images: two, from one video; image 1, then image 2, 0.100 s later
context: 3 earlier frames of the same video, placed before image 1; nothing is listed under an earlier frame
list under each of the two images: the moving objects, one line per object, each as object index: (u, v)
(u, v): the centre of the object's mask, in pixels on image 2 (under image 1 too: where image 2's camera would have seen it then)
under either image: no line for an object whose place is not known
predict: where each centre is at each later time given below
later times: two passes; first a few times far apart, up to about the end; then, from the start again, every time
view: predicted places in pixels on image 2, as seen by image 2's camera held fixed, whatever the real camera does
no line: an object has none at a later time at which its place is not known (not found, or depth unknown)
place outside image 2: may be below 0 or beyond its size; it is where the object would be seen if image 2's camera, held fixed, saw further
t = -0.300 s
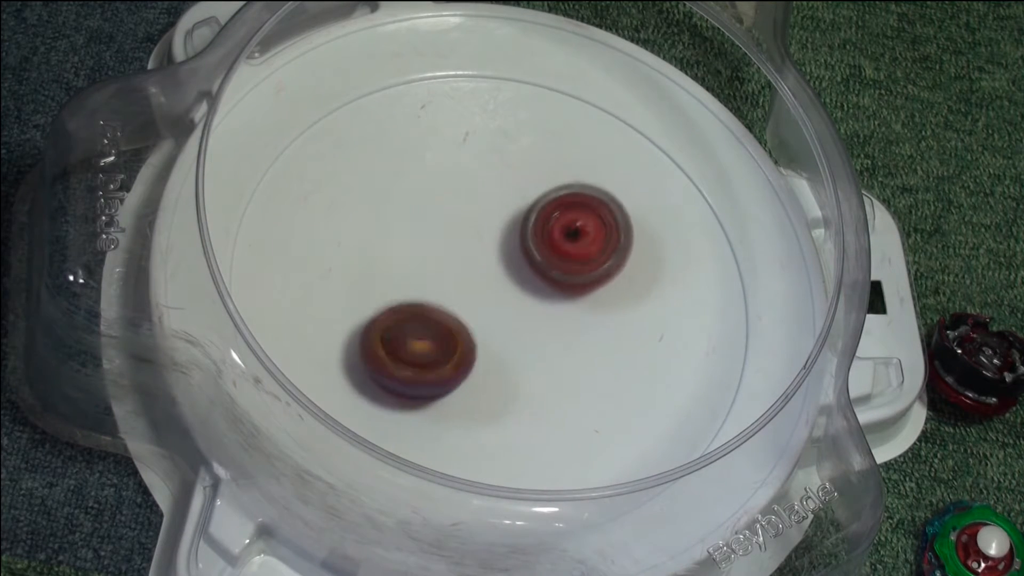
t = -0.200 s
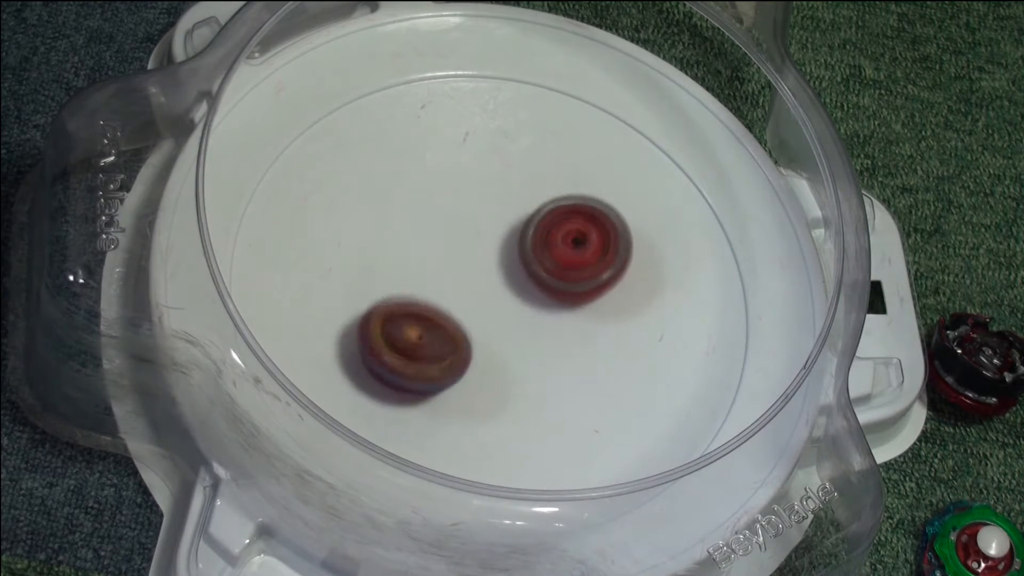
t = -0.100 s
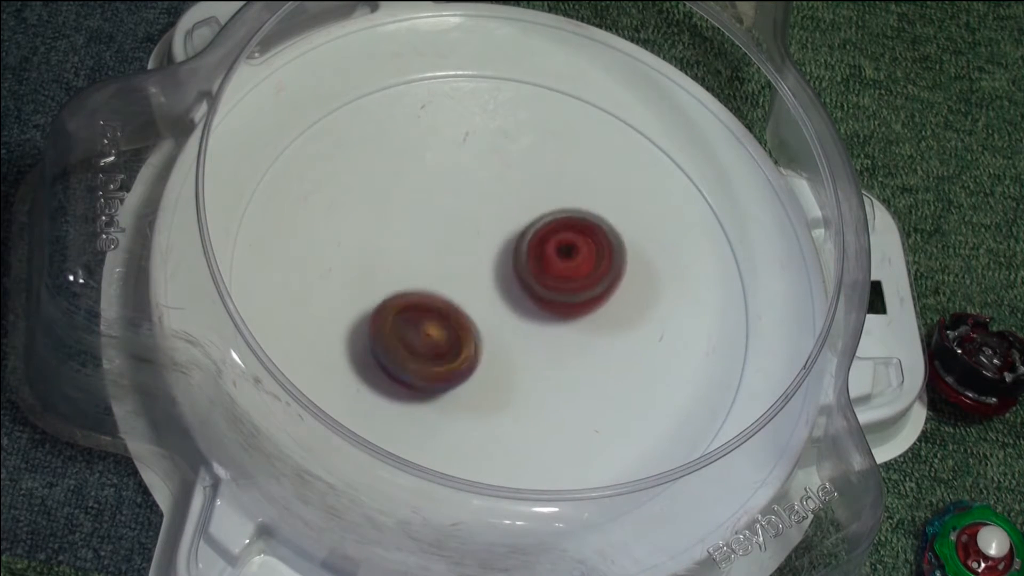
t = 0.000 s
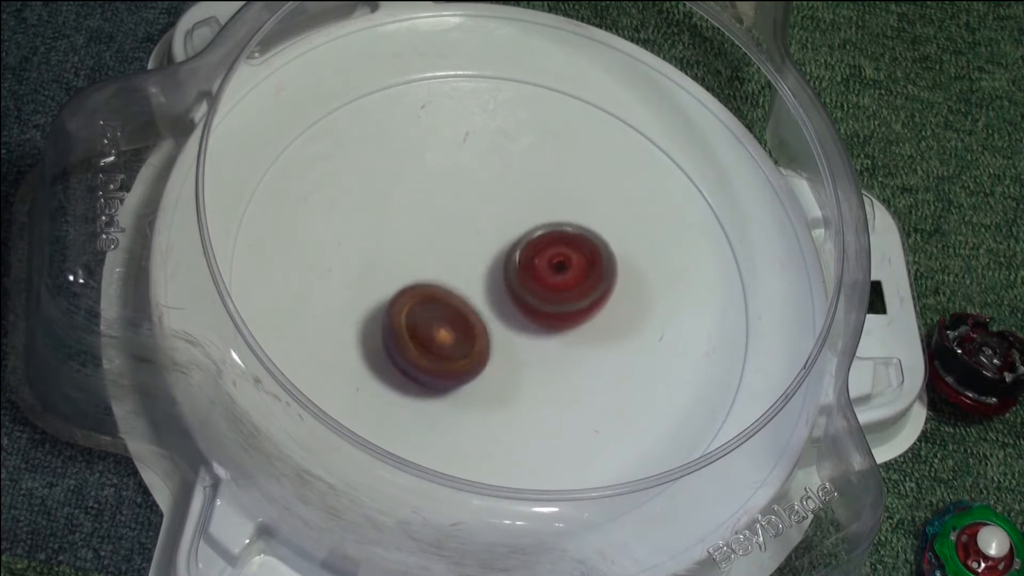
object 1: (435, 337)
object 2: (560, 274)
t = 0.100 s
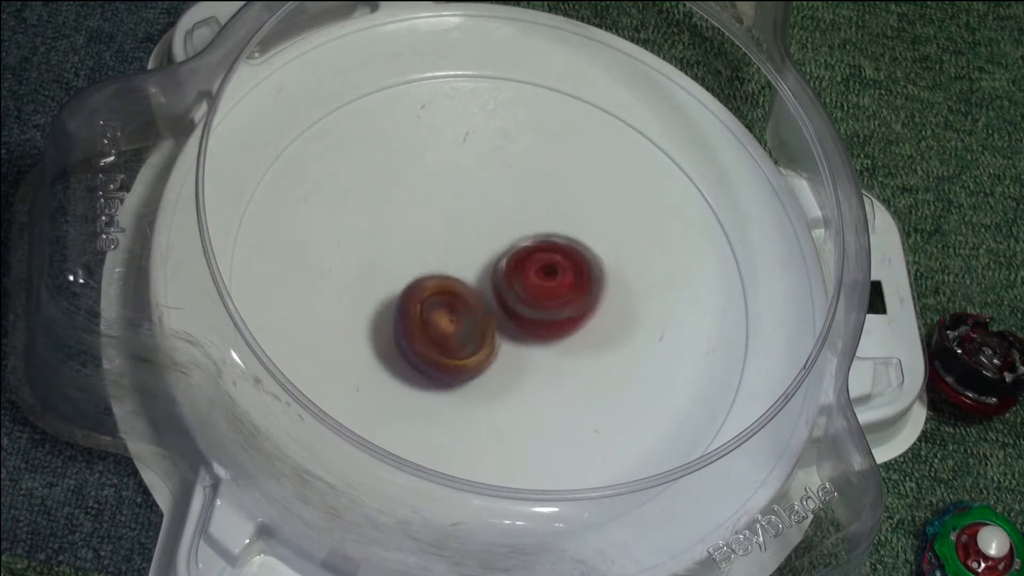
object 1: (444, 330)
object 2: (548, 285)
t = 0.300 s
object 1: (435, 306)
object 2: (556, 298)
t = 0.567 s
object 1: (422, 291)
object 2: (560, 302)
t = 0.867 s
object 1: (427, 294)
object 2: (550, 299)
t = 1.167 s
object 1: (429, 289)
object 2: (556, 295)
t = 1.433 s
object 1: (441, 286)
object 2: (557, 296)
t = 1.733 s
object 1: (432, 279)
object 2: (557, 307)
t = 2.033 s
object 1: (428, 268)
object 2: (553, 321)
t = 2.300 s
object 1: (432, 254)
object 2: (551, 336)
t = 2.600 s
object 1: (445, 268)
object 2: (541, 344)
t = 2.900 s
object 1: (437, 267)
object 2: (534, 335)
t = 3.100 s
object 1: (436, 264)
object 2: (536, 325)
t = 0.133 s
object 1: (434, 323)
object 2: (559, 288)
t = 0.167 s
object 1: (430, 317)
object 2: (565, 291)
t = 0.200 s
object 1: (430, 313)
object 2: (562, 294)
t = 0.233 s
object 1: (434, 311)
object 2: (558, 295)
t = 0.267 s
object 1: (439, 309)
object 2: (554, 297)
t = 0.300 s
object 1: (435, 306)
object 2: (556, 298)
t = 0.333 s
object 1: (435, 301)
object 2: (554, 300)
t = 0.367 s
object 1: (438, 301)
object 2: (551, 301)
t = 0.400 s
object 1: (426, 298)
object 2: (561, 302)
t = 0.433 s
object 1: (417, 291)
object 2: (566, 303)
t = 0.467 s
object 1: (416, 290)
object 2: (565, 304)
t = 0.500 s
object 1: (415, 290)
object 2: (564, 303)
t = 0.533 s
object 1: (419, 292)
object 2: (563, 303)
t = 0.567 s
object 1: (422, 291)
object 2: (560, 302)
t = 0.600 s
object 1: (426, 293)
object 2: (557, 302)
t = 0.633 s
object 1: (431, 296)
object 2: (555, 302)
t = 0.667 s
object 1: (433, 297)
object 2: (551, 302)
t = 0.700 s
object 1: (434, 297)
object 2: (550, 301)
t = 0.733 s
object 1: (432, 297)
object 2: (550, 301)
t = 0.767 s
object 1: (430, 296)
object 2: (548, 301)
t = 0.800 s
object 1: (431, 296)
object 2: (550, 300)
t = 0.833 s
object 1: (428, 294)
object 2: (552, 300)
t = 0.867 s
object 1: (427, 294)
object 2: (550, 299)
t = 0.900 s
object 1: (431, 295)
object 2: (549, 298)
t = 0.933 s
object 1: (429, 295)
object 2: (550, 298)
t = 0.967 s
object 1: (427, 295)
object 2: (550, 297)
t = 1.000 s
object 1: (429, 293)
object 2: (550, 297)
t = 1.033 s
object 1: (431, 295)
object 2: (549, 296)
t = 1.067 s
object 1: (427, 292)
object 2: (555, 297)
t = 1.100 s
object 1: (424, 290)
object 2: (555, 296)
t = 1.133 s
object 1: (427, 289)
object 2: (556, 295)
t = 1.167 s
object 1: (429, 289)
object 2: (556, 295)
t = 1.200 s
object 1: (432, 291)
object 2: (555, 295)
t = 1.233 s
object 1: (435, 291)
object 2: (556, 294)
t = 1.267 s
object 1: (436, 291)
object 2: (554, 294)
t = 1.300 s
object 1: (438, 290)
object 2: (556, 295)
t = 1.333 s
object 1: (436, 289)
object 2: (555, 295)
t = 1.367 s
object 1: (436, 286)
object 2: (558, 296)
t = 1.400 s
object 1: (436, 284)
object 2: (557, 296)
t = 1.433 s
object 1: (441, 286)
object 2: (557, 296)
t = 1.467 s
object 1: (438, 284)
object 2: (559, 297)
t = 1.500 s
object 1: (434, 282)
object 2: (564, 299)
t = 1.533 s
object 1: (432, 279)
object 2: (563, 301)
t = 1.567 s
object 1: (437, 280)
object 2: (561, 301)
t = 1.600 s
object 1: (437, 281)
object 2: (560, 302)
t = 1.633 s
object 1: (440, 285)
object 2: (558, 303)
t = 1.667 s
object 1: (436, 285)
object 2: (558, 304)
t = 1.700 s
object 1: (434, 281)
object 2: (559, 306)
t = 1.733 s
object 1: (432, 279)
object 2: (557, 307)
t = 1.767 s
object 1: (437, 279)
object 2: (556, 307)
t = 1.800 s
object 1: (439, 282)
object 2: (554, 308)
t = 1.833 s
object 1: (431, 276)
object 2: (558, 313)
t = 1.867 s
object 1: (422, 271)
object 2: (563, 316)
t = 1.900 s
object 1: (419, 266)
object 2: (560, 319)
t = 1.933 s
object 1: (424, 267)
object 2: (559, 319)
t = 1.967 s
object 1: (425, 268)
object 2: (557, 320)
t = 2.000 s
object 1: (428, 269)
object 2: (555, 321)
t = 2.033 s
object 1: (428, 268)
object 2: (553, 321)
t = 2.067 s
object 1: (429, 269)
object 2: (550, 321)
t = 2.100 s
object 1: (433, 272)
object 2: (547, 320)
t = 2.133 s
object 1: (435, 271)
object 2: (544, 320)
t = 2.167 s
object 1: (435, 265)
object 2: (547, 323)
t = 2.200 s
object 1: (435, 263)
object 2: (545, 322)
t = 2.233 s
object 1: (440, 264)
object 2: (543, 322)
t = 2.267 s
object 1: (444, 264)
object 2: (543, 324)
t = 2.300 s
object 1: (432, 254)
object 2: (551, 336)
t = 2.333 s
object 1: (428, 246)
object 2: (554, 343)
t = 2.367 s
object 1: (430, 241)
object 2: (551, 345)
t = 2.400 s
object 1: (434, 244)
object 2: (549, 344)
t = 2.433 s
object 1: (438, 246)
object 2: (549, 345)
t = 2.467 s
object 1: (439, 253)
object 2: (549, 345)
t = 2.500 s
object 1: (439, 259)
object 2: (547, 346)
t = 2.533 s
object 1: (438, 260)
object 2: (544, 346)
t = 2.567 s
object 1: (441, 263)
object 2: (542, 345)
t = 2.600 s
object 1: (445, 268)
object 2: (541, 344)
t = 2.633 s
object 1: (443, 275)
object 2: (539, 343)
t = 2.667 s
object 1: (445, 276)
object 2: (538, 342)
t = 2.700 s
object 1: (446, 277)
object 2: (536, 341)
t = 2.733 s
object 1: (444, 278)
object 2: (536, 340)
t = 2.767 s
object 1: (444, 275)
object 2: (534, 338)
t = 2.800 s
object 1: (443, 276)
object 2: (534, 336)
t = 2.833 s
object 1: (440, 272)
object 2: (535, 335)
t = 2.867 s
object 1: (441, 270)
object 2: (536, 336)
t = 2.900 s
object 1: (437, 267)
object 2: (534, 335)
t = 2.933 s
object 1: (432, 266)
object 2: (534, 332)
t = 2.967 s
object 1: (431, 267)
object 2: (537, 331)
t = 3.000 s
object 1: (433, 264)
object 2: (537, 330)
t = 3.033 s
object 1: (434, 265)
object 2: (536, 329)
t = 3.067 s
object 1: (434, 265)
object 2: (535, 327)
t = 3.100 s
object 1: (436, 264)
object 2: (536, 325)
